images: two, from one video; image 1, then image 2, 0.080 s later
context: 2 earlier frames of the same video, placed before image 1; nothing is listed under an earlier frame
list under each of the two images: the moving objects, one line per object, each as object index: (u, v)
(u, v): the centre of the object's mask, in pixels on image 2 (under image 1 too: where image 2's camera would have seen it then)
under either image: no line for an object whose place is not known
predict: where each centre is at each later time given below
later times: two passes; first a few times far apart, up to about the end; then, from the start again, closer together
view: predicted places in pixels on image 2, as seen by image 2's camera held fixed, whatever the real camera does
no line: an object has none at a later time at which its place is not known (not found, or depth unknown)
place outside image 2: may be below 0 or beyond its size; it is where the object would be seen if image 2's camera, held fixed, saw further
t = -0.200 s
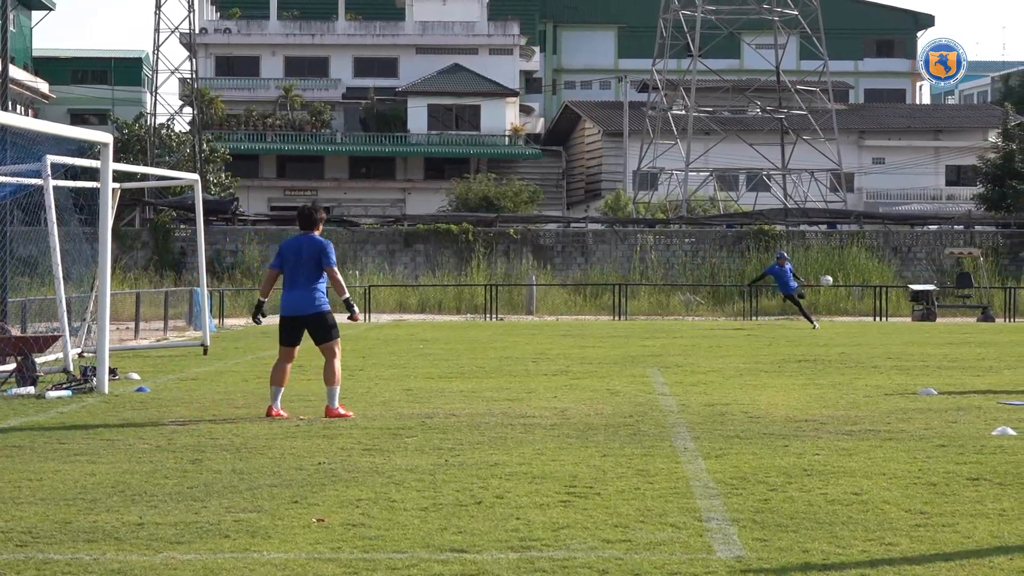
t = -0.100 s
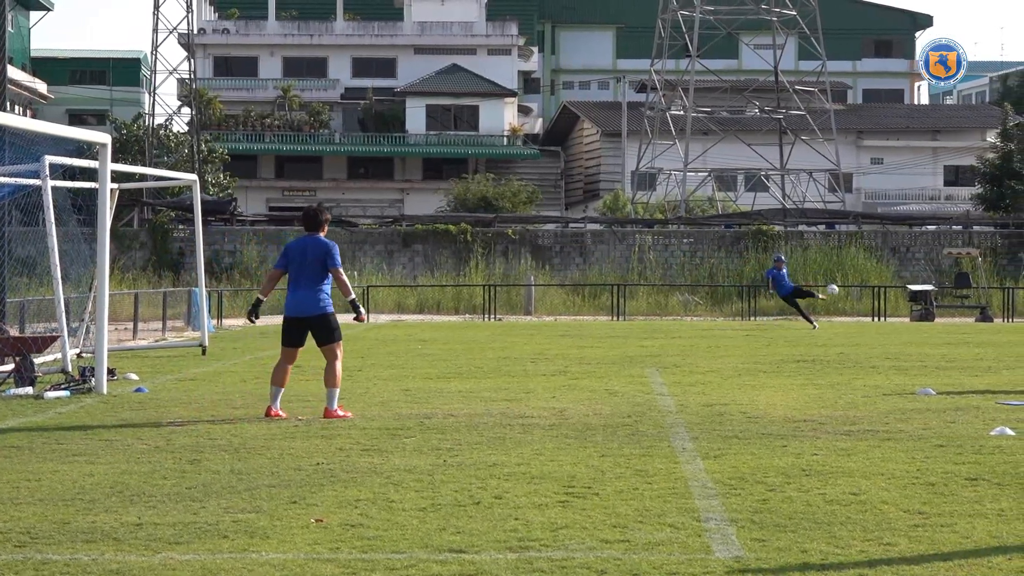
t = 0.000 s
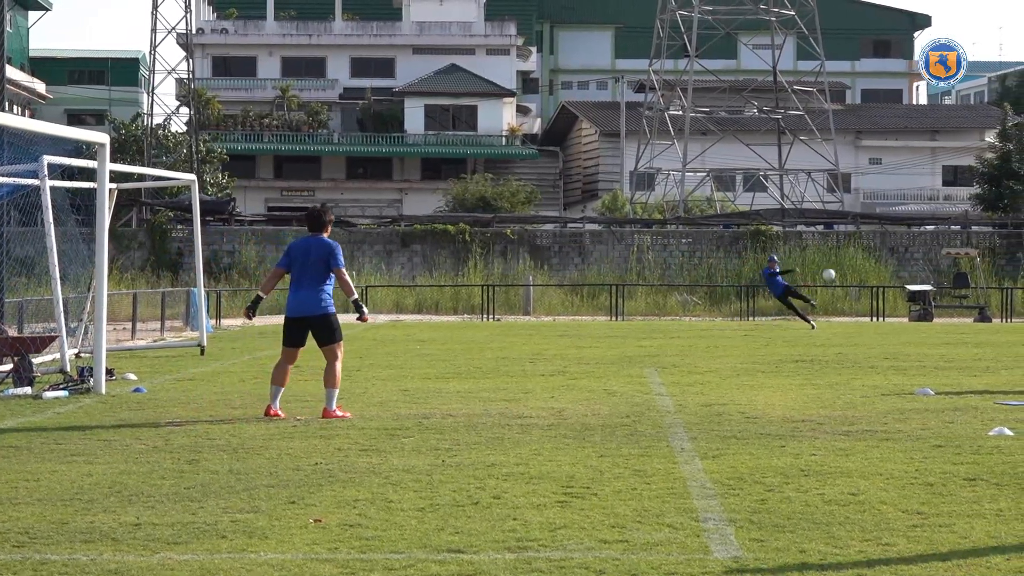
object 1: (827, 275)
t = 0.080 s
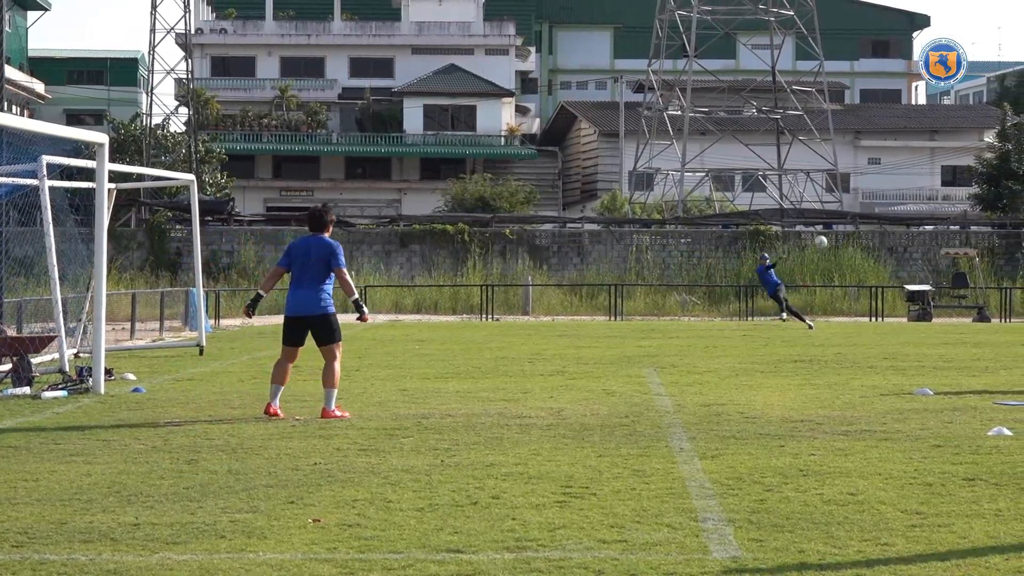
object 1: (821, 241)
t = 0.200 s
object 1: (811, 195)
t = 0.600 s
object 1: (776, 69)
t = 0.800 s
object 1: (758, 28)
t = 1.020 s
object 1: (737, 5)
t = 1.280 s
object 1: (710, 14)
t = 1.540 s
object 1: (681, 73)
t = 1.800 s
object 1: (644, 194)
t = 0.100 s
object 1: (818, 234)
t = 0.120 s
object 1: (817, 225)
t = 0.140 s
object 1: (815, 218)
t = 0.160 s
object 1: (813, 210)
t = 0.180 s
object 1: (814, 203)
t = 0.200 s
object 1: (811, 195)
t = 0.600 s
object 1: (776, 69)
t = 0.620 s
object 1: (774, 64)
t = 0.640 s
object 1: (773, 60)
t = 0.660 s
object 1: (772, 55)
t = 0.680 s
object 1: (770, 51)
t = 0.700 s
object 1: (767, 46)
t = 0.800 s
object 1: (758, 28)
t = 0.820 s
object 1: (756, 24)
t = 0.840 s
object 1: (754, 22)
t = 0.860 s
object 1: (752, 19)
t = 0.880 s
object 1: (751, 17)
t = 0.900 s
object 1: (749, 15)
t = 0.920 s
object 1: (747, 11)
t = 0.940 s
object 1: (745, 10)
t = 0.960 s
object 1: (743, 8)
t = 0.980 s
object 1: (741, 7)
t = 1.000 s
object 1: (740, 6)
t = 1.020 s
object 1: (737, 5)
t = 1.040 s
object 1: (735, 4)
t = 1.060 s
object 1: (733, 3)
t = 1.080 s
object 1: (731, 3)
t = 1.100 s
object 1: (729, 3)
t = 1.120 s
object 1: (728, 3)
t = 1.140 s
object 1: (725, 3)
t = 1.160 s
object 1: (723, 4)
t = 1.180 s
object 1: (721, 5)
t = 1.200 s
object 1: (719, 6)
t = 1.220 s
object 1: (717, 8)
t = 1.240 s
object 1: (715, 10)
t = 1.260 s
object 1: (712, 11)
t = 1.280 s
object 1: (710, 14)
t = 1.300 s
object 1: (708, 16)
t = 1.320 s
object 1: (706, 19)
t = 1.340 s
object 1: (704, 23)
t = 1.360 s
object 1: (702, 26)
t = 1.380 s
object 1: (699, 30)
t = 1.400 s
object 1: (697, 34)
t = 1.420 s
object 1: (695, 38)
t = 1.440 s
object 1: (692, 44)
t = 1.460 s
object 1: (690, 49)
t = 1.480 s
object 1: (687, 54)
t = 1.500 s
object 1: (685, 60)
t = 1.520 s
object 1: (683, 66)
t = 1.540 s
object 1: (681, 73)
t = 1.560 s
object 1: (678, 80)
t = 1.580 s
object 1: (675, 88)
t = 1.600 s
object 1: (672, 96)
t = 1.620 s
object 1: (671, 102)
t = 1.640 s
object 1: (667, 111)
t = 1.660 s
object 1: (665, 120)
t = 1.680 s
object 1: (662, 130)
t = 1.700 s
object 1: (659, 139)
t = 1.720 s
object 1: (657, 149)
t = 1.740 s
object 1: (654, 160)
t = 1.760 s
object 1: (650, 171)
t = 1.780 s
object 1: (647, 183)
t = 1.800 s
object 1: (644, 194)
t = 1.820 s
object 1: (641, 207)
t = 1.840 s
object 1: (636, 219)
